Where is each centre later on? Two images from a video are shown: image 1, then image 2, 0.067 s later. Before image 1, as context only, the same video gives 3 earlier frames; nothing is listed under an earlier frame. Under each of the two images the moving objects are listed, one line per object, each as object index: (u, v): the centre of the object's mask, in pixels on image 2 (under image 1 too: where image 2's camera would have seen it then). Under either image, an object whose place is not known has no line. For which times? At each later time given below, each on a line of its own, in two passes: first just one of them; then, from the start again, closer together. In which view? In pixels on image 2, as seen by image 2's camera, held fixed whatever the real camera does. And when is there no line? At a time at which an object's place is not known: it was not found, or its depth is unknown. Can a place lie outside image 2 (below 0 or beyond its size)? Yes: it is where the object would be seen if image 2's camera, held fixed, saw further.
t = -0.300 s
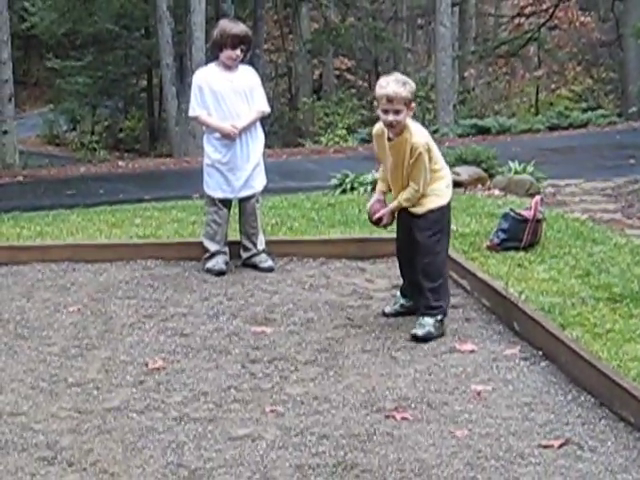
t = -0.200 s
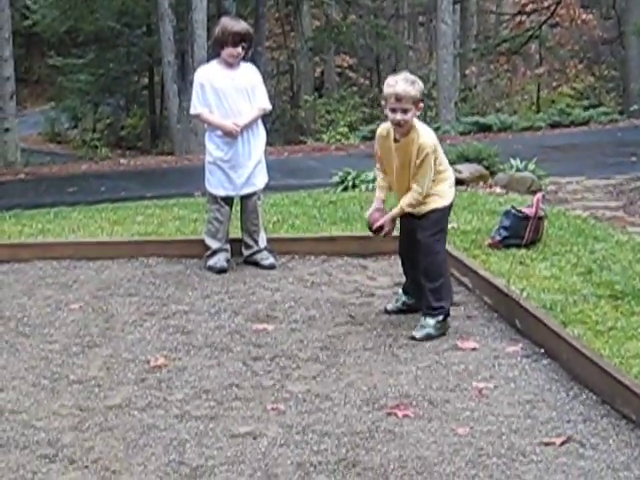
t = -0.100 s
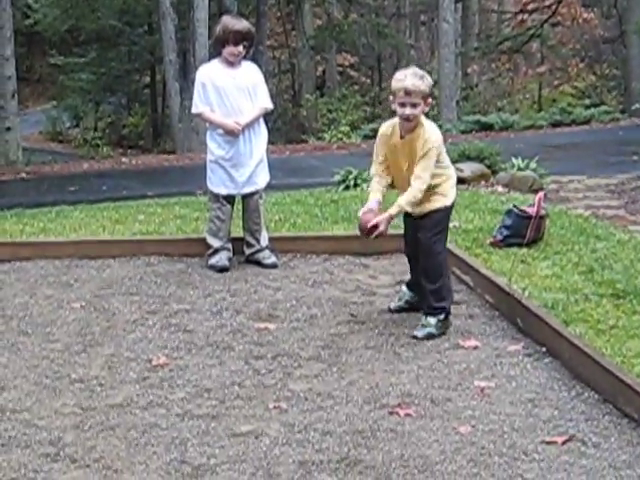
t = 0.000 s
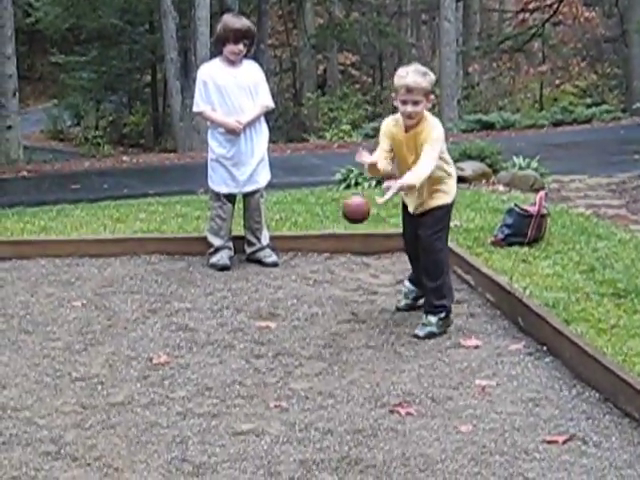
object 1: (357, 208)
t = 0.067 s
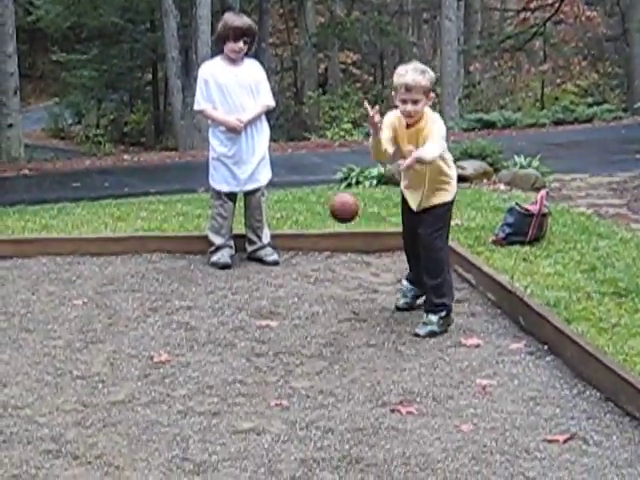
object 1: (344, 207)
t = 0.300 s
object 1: (289, 311)
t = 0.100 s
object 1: (337, 211)
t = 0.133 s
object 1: (330, 218)
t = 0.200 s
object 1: (315, 244)
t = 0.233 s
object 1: (306, 262)
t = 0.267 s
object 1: (298, 283)
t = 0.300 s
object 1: (289, 311)
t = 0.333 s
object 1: (278, 342)
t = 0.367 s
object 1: (269, 378)
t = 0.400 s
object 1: (258, 421)
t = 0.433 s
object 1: (247, 467)
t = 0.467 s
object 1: (237, 479)
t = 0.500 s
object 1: (227, 484)
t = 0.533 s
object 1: (217, 494)
